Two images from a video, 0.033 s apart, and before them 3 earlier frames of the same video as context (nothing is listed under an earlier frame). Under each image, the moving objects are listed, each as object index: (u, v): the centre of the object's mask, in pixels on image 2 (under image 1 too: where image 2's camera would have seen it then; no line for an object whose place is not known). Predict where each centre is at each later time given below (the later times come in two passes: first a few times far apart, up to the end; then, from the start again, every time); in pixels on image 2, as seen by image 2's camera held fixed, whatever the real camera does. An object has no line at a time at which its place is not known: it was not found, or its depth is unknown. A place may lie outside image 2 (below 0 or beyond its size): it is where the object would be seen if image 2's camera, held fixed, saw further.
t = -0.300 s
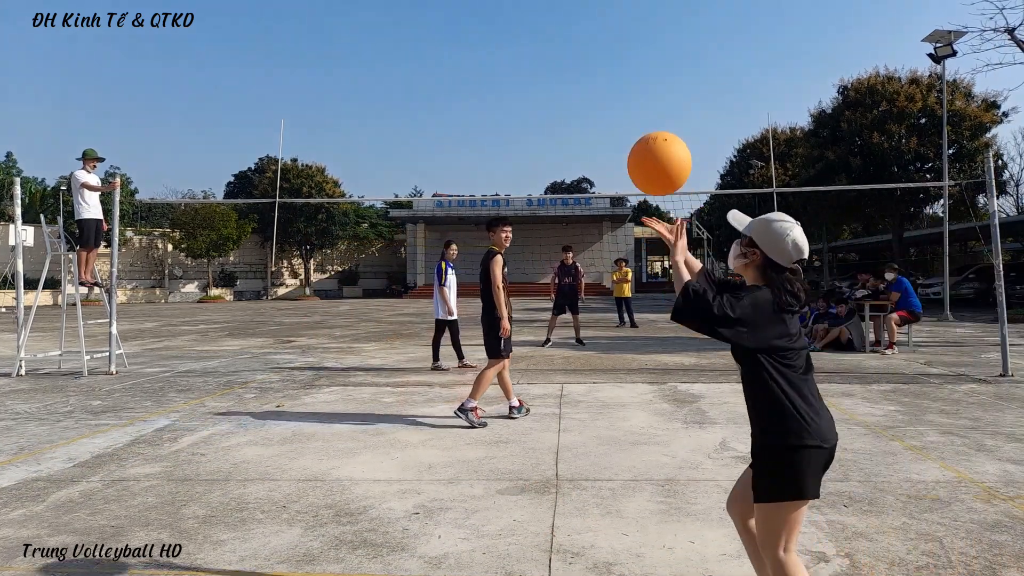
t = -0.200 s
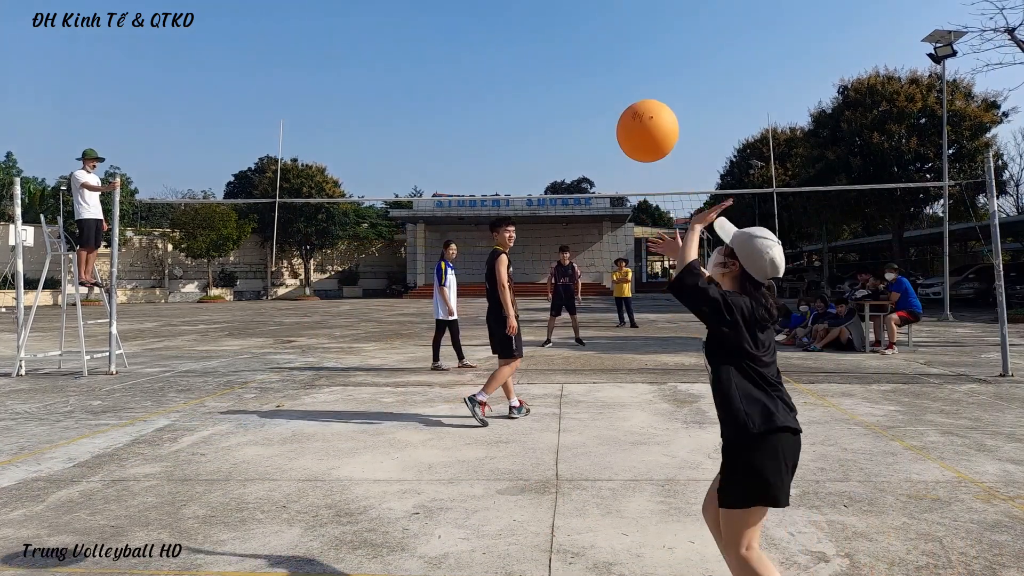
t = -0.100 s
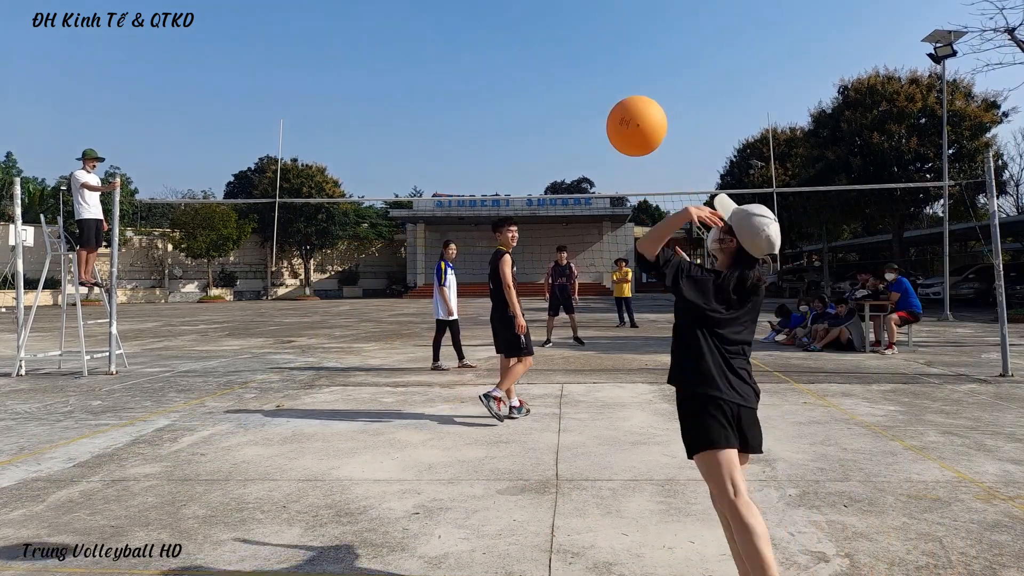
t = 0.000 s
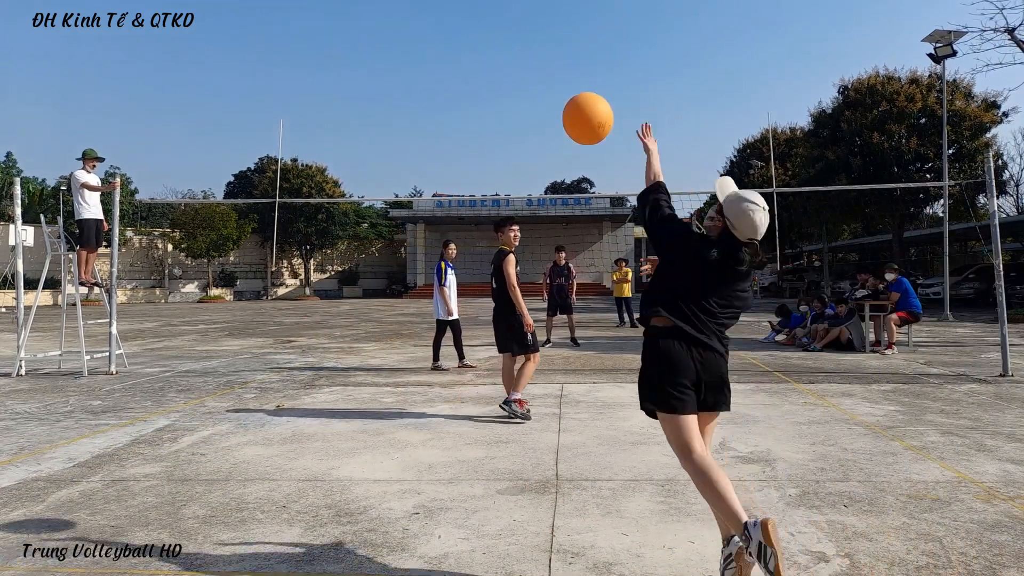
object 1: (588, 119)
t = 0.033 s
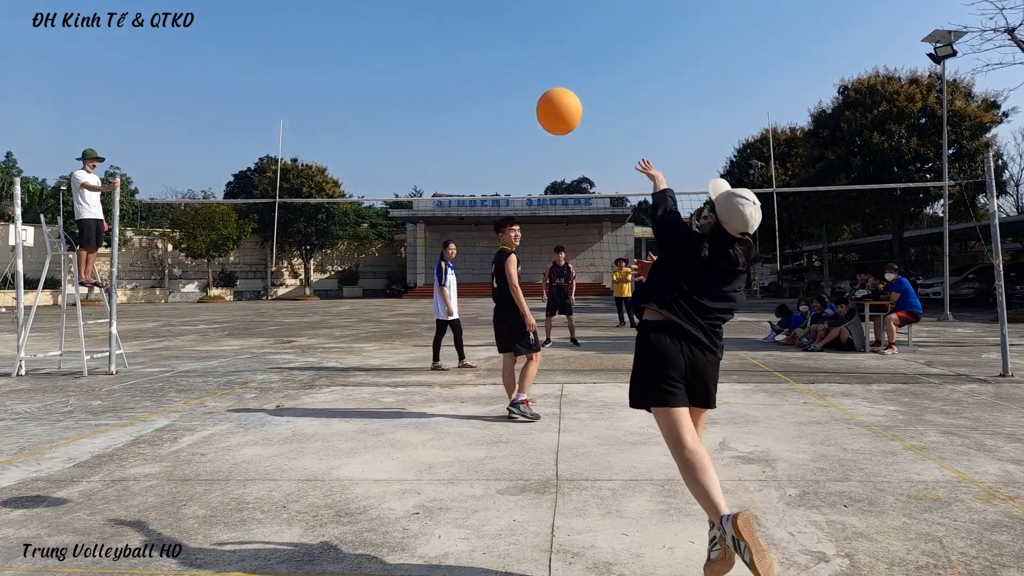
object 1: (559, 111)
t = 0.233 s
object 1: (471, 109)
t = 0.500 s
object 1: (430, 154)
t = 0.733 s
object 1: (422, 215)
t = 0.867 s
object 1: (421, 253)
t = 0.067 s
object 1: (536, 107)
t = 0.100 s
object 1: (518, 105)
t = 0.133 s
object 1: (504, 104)
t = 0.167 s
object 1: (491, 105)
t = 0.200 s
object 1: (480, 107)
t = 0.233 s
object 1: (471, 109)
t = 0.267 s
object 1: (463, 113)
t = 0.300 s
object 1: (456, 117)
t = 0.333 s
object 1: (450, 121)
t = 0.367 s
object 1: (444, 127)
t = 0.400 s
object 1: (440, 133)
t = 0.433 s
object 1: (436, 139)
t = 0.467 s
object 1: (433, 146)
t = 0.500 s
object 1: (430, 154)
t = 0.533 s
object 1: (428, 162)
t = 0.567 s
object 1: (426, 170)
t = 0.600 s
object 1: (425, 179)
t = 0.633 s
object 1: (424, 188)
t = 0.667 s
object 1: (423, 196)
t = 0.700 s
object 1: (423, 206)
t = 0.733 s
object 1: (422, 215)
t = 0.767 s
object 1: (422, 224)
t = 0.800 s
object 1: (421, 233)
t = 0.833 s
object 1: (421, 243)
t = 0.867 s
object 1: (421, 253)
